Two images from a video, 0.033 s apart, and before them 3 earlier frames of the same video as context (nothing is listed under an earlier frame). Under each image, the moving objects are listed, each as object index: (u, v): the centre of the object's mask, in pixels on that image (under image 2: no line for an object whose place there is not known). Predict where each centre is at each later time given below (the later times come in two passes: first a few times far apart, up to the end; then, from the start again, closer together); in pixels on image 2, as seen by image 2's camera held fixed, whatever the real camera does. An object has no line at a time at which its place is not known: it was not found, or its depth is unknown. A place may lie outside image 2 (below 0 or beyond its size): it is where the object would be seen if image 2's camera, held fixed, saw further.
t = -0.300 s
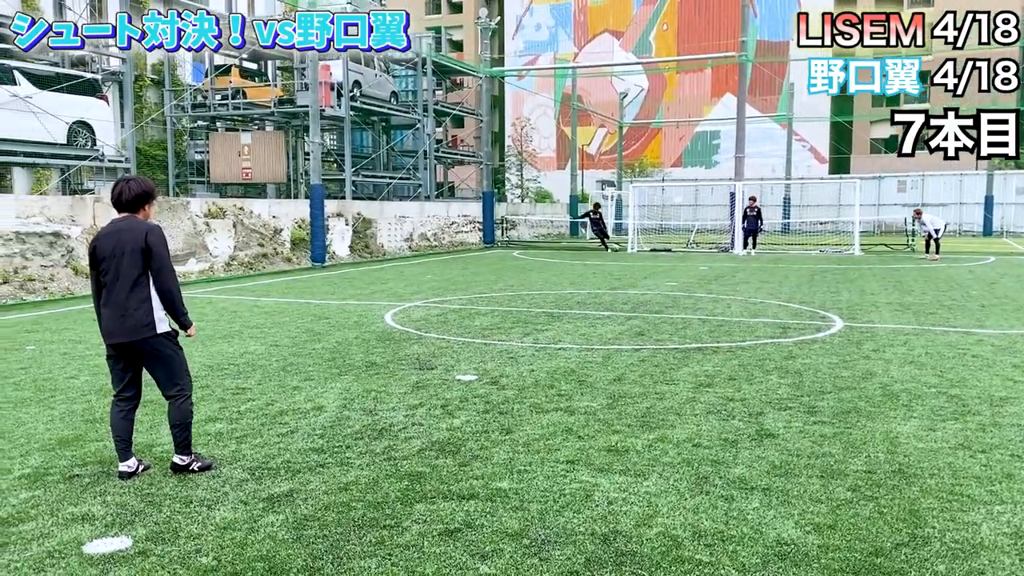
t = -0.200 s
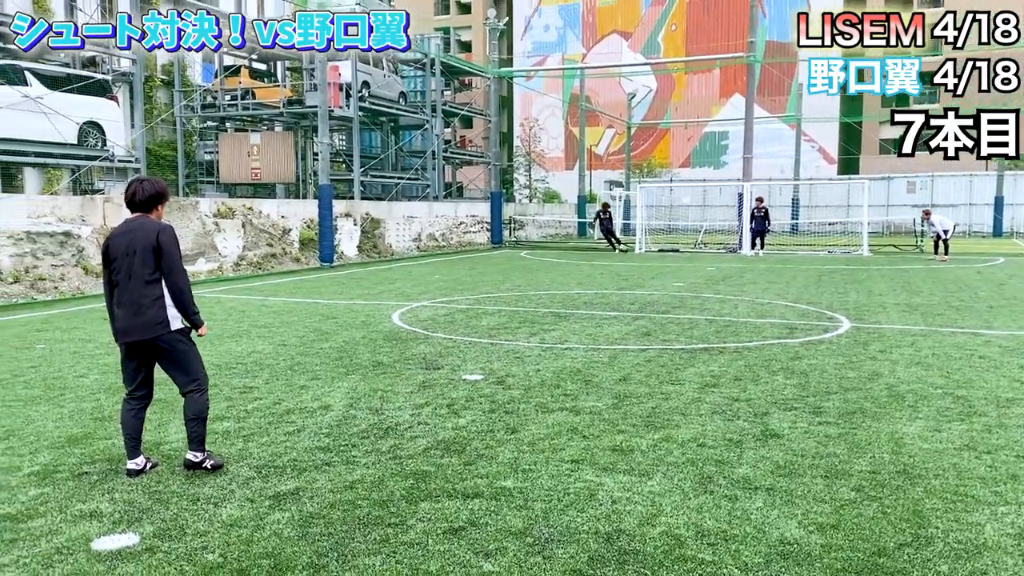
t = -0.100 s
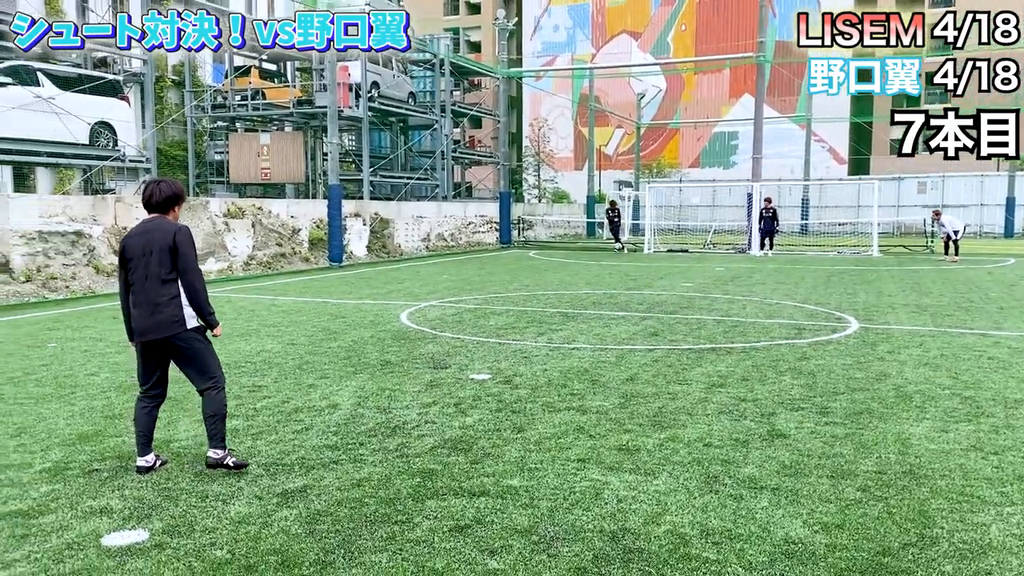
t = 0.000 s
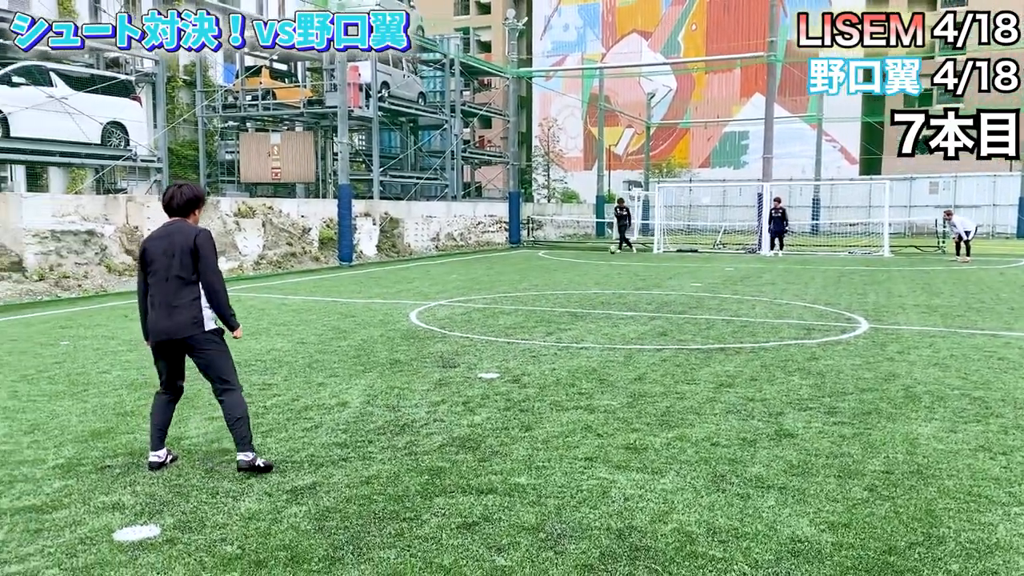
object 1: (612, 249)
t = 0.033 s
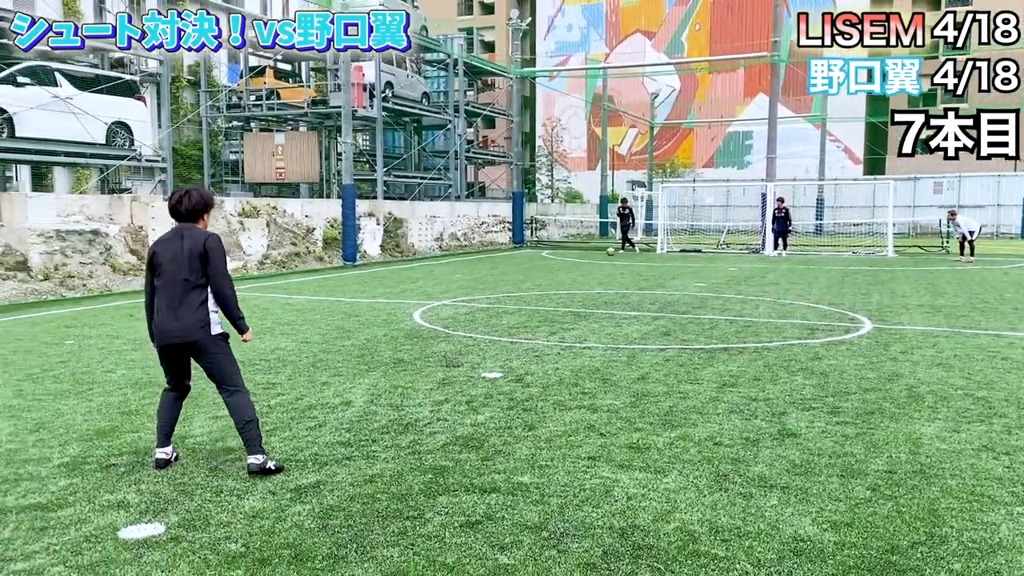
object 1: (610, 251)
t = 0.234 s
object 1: (574, 262)
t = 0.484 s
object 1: (517, 284)
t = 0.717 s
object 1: (449, 300)
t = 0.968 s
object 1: (351, 331)
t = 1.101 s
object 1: (284, 350)
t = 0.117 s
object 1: (596, 261)
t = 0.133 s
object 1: (593, 263)
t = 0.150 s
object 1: (590, 265)
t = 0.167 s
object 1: (587, 264)
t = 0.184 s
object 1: (584, 263)
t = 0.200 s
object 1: (581, 263)
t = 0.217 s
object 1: (577, 263)
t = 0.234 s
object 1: (574, 262)
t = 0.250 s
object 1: (571, 263)
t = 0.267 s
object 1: (568, 263)
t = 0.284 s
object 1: (565, 264)
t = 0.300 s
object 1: (561, 264)
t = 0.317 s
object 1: (557, 265)
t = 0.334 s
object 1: (554, 266)
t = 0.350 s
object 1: (550, 267)
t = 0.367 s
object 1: (546, 268)
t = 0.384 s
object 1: (542, 270)
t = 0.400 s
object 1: (538, 272)
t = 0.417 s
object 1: (534, 274)
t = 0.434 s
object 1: (530, 277)
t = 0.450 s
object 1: (526, 280)
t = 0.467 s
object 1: (521, 283)
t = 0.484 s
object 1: (517, 284)
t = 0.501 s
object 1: (514, 284)
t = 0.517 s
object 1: (509, 283)
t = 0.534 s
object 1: (505, 283)
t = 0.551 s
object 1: (500, 283)
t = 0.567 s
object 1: (496, 284)
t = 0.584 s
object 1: (491, 284)
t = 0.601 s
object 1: (486, 285)
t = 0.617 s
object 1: (481, 287)
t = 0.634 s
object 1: (476, 288)
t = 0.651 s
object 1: (471, 290)
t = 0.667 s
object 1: (465, 292)
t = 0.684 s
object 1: (461, 295)
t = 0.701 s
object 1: (454, 298)
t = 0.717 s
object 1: (449, 300)
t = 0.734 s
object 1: (442, 304)
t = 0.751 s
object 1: (437, 308)
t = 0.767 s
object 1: (431, 310)
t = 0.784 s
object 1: (425, 311)
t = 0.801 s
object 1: (419, 312)
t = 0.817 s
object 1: (412, 314)
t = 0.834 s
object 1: (407, 314)
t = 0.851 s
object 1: (400, 316)
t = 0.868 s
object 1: (393, 318)
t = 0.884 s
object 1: (386, 321)
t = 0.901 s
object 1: (379, 324)
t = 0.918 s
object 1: (372, 326)
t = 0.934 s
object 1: (365, 327)
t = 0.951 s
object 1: (357, 329)
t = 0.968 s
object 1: (351, 331)
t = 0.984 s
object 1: (343, 333)
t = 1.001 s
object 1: (335, 335)
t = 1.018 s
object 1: (327, 338)
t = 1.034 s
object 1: (319, 342)
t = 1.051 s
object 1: (310, 345)
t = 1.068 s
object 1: (302, 346)
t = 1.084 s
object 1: (293, 348)
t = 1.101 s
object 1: (284, 350)
